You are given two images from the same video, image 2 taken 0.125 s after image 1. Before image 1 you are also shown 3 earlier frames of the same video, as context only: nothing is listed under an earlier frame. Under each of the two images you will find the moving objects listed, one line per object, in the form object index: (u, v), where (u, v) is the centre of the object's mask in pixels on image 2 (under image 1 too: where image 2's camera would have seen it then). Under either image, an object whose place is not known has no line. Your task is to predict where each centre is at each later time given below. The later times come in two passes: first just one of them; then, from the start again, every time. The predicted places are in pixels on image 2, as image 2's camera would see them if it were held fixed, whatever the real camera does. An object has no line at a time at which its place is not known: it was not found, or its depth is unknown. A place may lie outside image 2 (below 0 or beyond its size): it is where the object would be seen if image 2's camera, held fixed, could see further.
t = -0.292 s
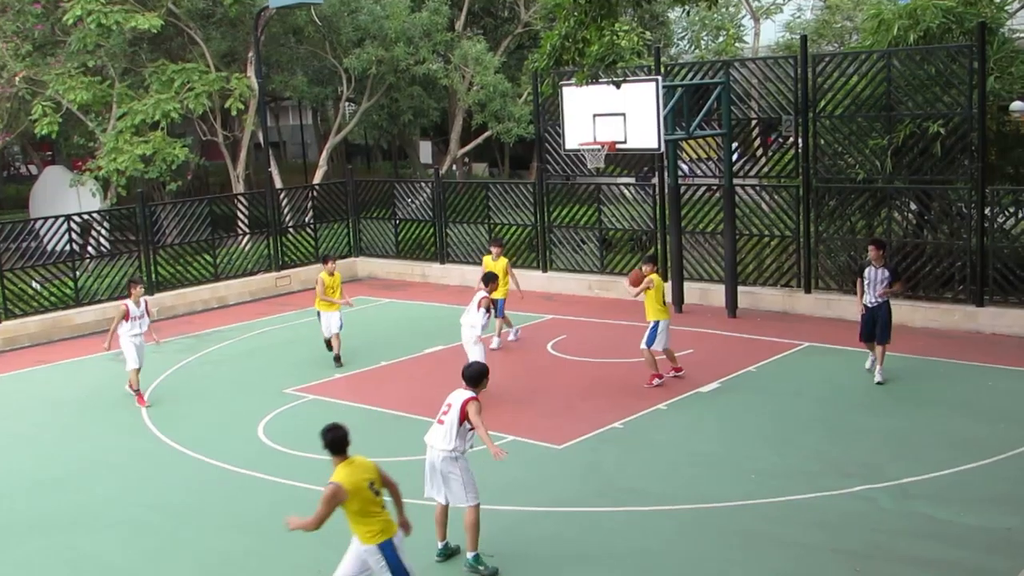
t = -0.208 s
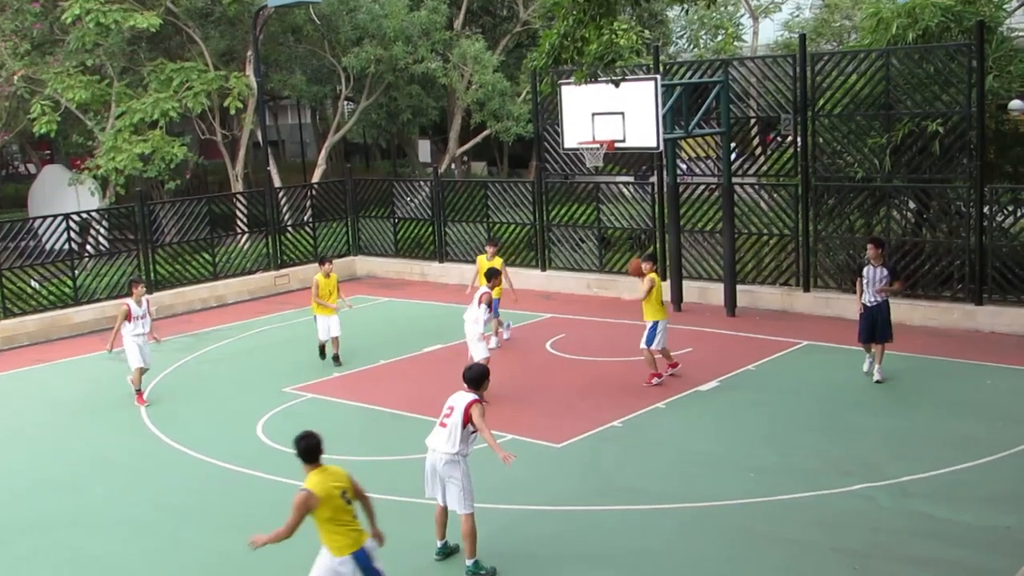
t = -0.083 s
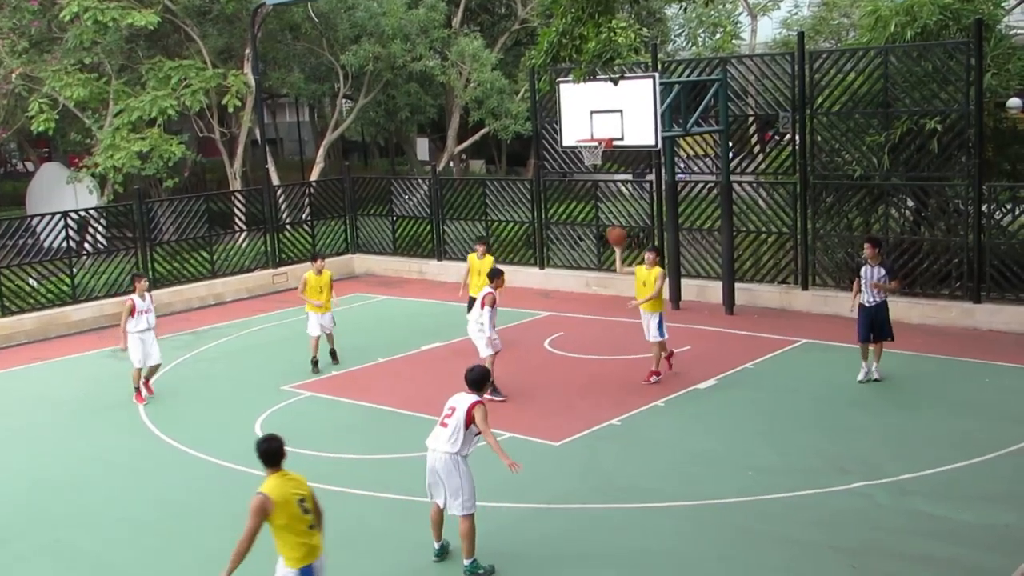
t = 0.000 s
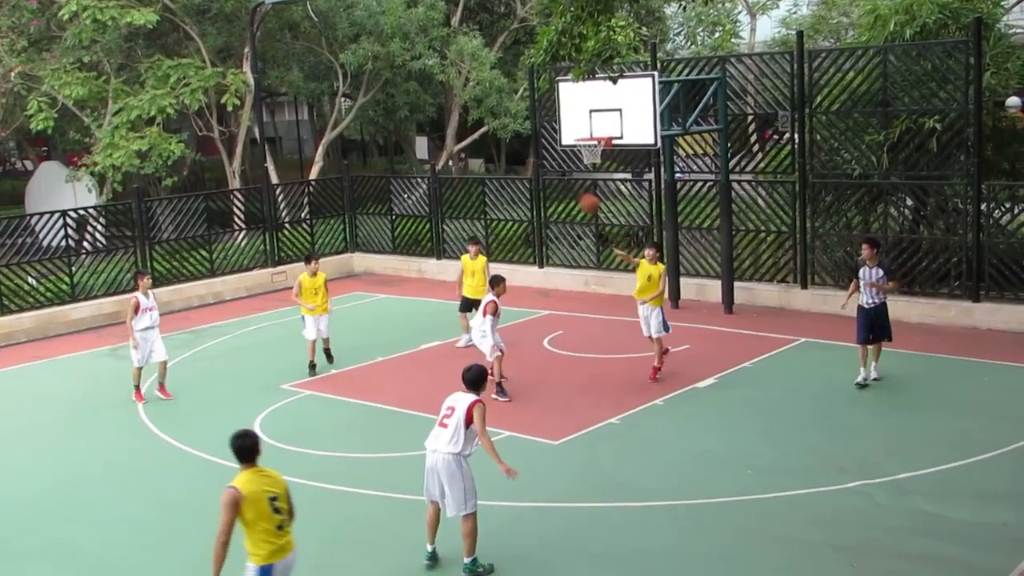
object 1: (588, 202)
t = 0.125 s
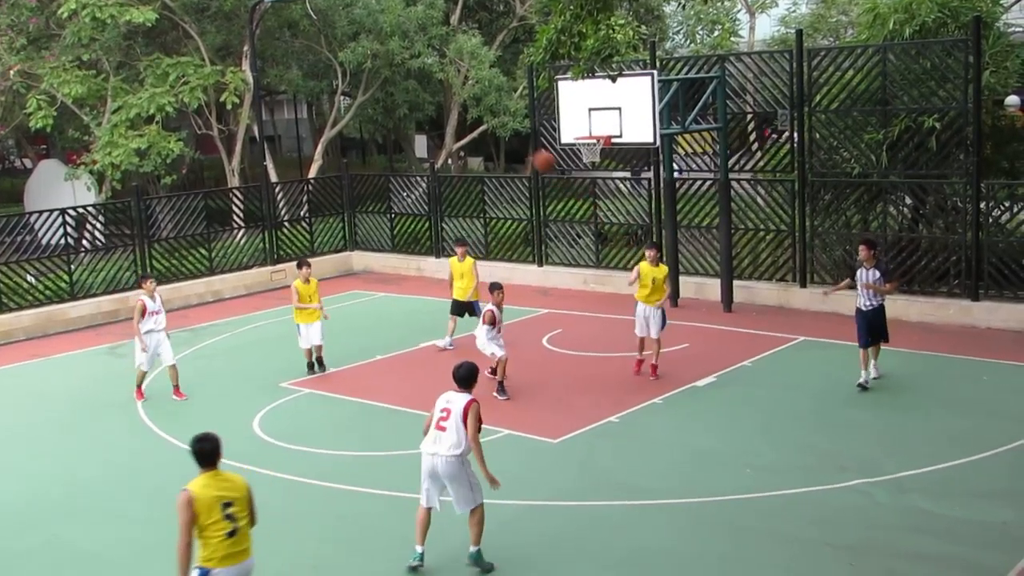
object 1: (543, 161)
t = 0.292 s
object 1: (472, 116)
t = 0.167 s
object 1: (526, 149)
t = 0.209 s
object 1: (510, 137)
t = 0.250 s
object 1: (492, 126)
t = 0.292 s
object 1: (472, 116)
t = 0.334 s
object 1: (453, 108)
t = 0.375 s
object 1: (432, 101)
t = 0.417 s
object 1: (409, 95)
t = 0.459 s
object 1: (387, 91)
